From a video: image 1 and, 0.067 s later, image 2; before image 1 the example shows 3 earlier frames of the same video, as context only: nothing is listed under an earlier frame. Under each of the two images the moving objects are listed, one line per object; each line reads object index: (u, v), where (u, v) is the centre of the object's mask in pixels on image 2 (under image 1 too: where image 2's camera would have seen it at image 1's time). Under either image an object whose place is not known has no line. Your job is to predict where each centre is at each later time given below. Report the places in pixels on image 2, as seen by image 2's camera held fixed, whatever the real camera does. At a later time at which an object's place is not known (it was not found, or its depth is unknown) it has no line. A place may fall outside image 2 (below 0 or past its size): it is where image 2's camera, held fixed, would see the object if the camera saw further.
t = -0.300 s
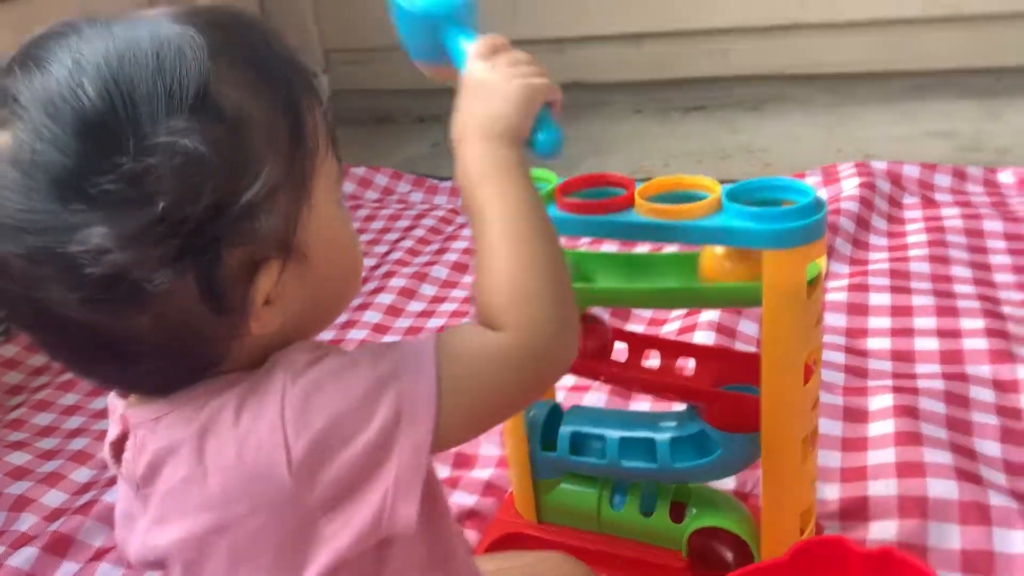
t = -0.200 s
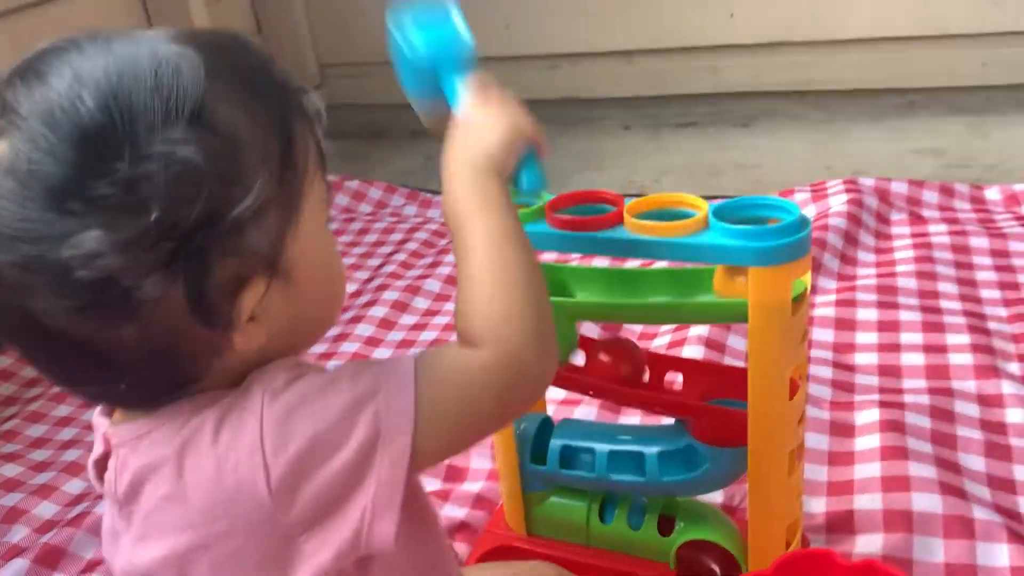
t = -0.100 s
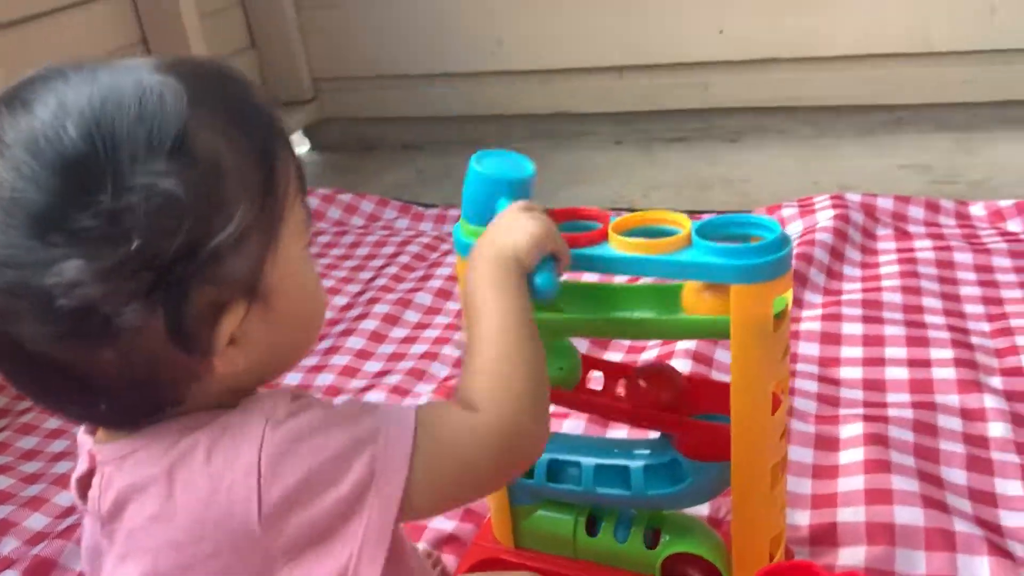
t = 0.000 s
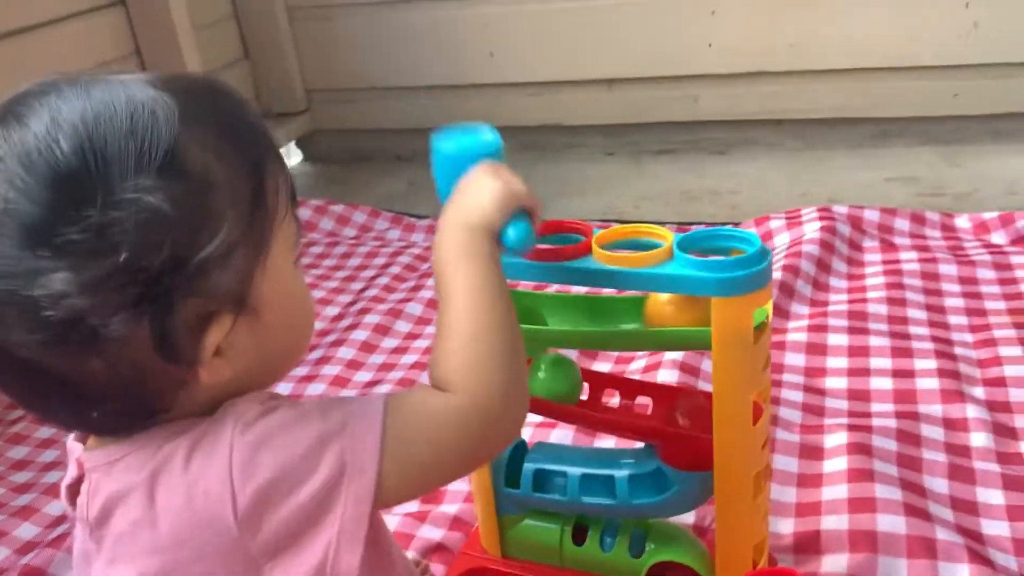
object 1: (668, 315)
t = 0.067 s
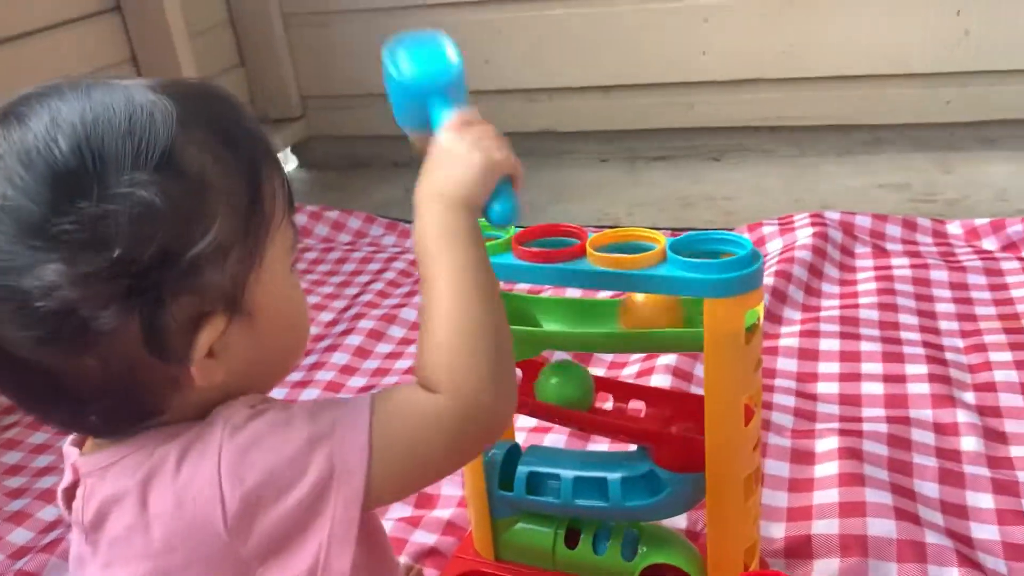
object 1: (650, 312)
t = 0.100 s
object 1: (638, 312)
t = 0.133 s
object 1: (625, 312)
